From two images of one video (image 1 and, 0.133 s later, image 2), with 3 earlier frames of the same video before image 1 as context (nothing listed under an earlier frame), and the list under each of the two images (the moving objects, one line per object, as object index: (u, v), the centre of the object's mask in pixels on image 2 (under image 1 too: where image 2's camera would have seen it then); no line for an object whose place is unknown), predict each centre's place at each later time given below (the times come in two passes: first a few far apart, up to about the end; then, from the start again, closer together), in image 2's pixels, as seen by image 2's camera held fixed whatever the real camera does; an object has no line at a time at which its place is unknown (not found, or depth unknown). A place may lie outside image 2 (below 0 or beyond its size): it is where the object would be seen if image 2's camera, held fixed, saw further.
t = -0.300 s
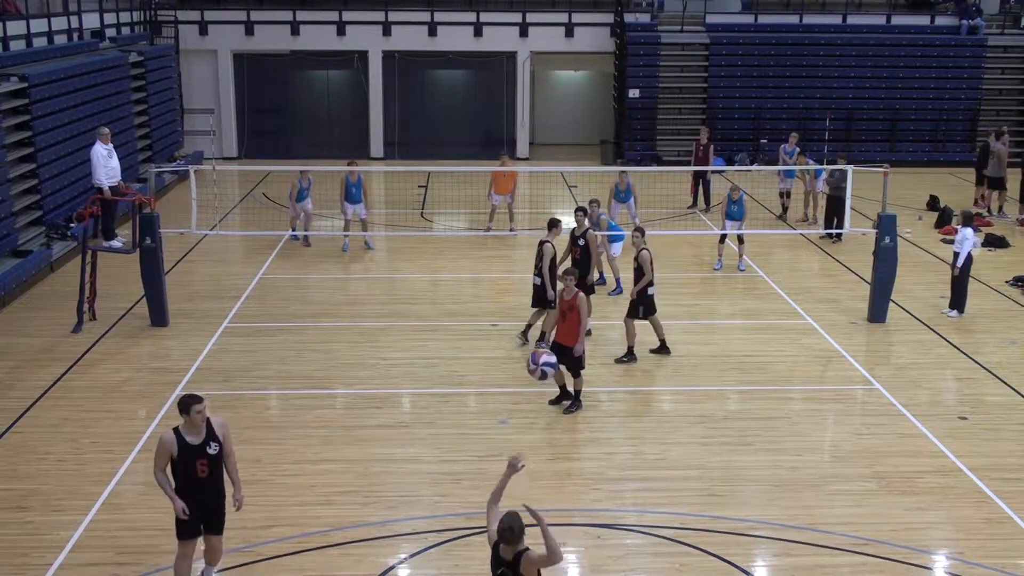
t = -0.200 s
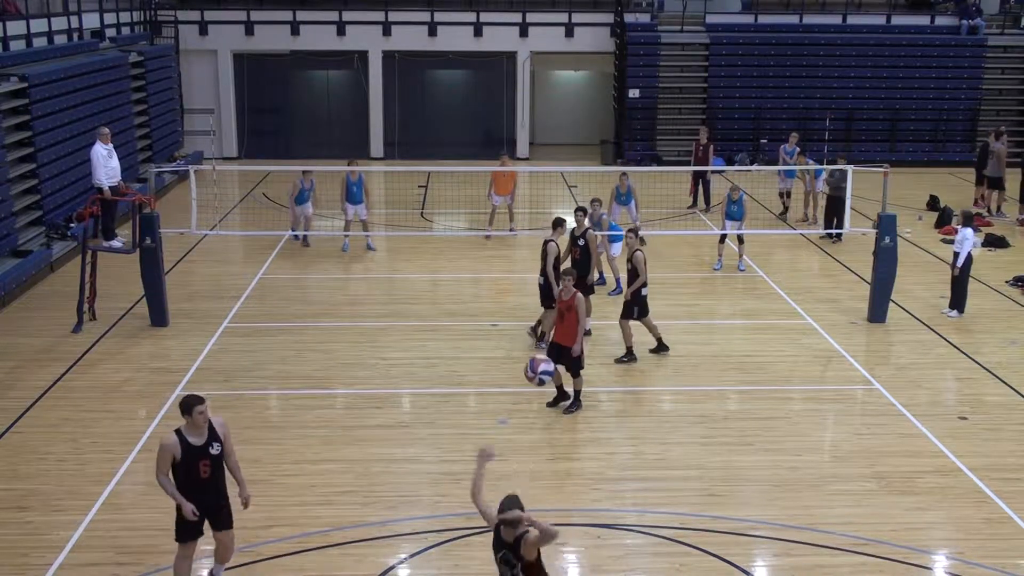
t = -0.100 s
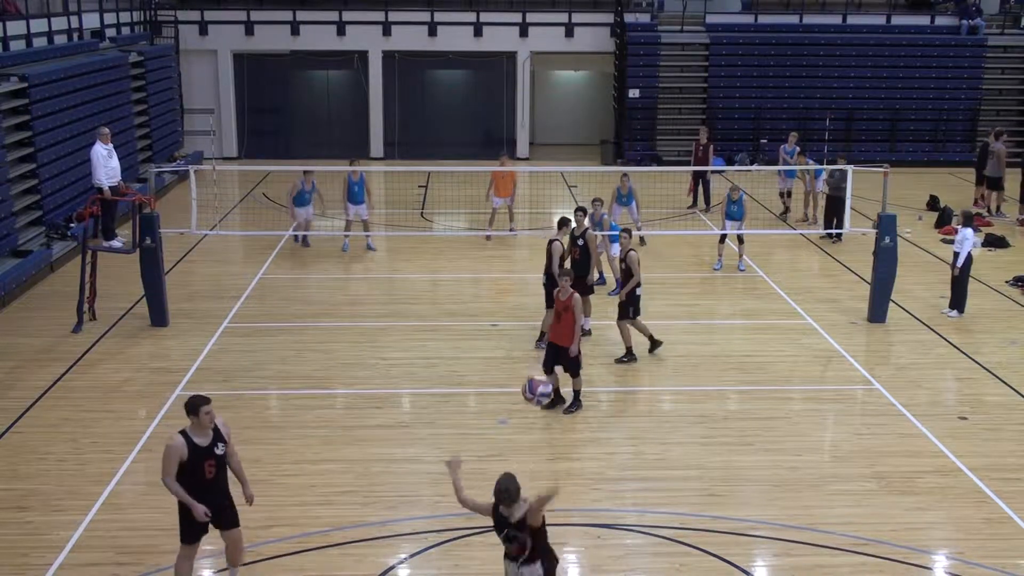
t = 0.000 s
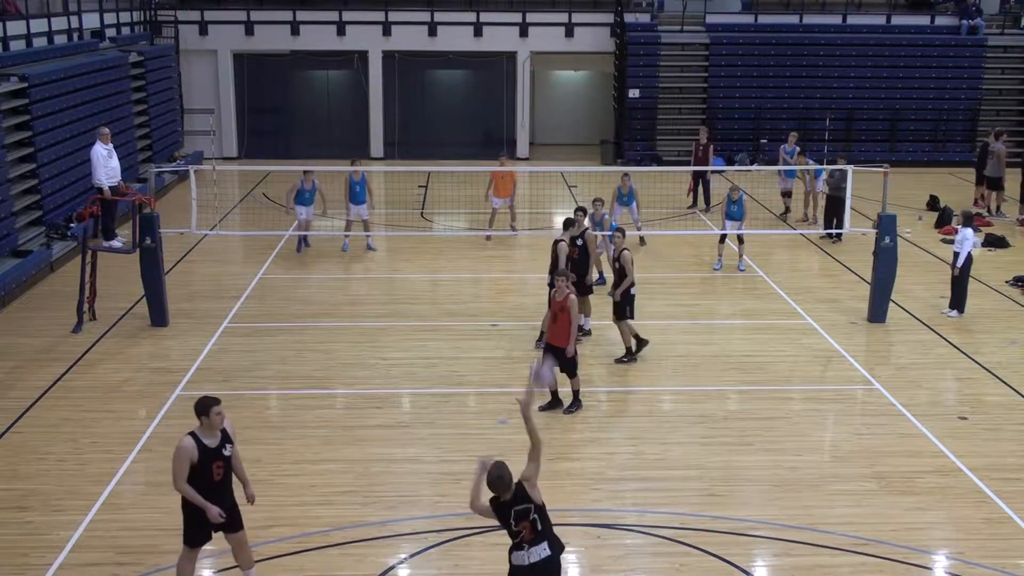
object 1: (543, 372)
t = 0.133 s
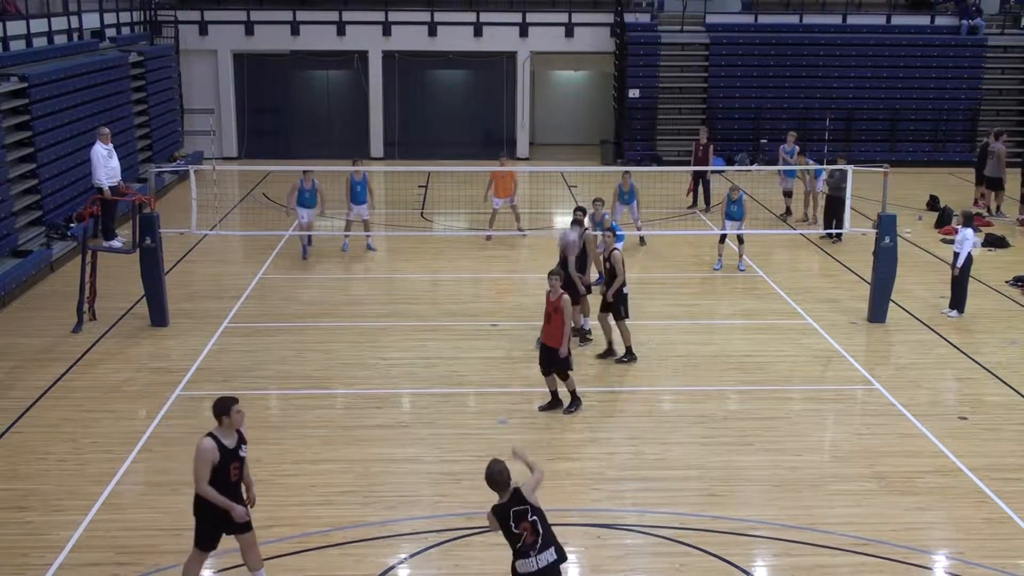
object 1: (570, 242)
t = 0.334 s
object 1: (593, 137)
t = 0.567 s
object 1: (607, 97)
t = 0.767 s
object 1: (613, 102)
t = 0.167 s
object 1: (576, 217)
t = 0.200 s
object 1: (580, 196)
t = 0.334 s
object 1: (593, 137)
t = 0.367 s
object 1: (596, 128)
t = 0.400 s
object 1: (597, 120)
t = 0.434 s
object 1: (599, 113)
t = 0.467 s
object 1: (601, 108)
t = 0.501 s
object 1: (603, 103)
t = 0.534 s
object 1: (604, 100)
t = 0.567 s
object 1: (607, 97)
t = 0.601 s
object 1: (608, 97)
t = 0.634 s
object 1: (609, 96)
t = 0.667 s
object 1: (611, 97)
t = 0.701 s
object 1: (612, 98)
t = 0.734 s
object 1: (613, 100)
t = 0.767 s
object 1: (613, 102)
